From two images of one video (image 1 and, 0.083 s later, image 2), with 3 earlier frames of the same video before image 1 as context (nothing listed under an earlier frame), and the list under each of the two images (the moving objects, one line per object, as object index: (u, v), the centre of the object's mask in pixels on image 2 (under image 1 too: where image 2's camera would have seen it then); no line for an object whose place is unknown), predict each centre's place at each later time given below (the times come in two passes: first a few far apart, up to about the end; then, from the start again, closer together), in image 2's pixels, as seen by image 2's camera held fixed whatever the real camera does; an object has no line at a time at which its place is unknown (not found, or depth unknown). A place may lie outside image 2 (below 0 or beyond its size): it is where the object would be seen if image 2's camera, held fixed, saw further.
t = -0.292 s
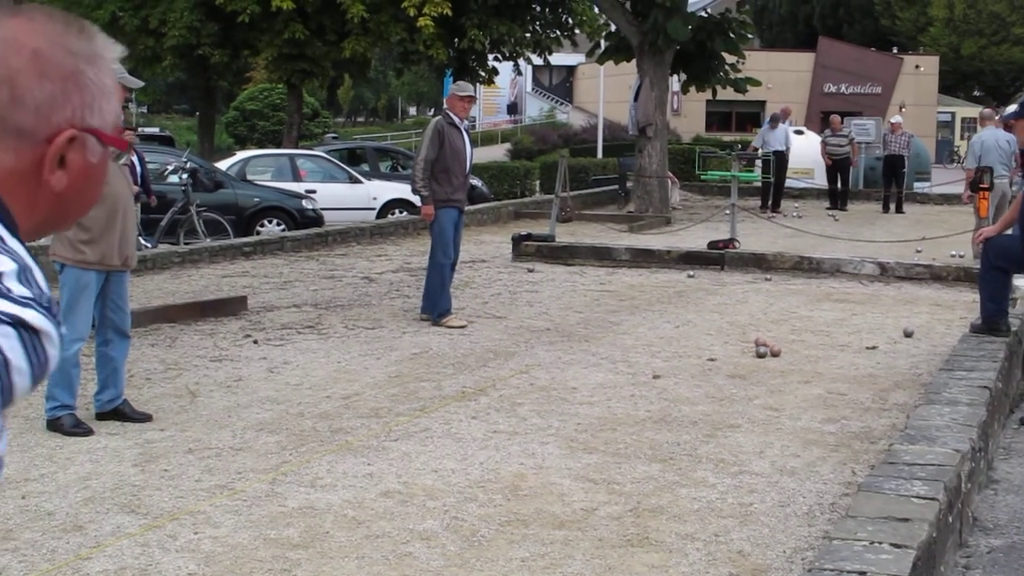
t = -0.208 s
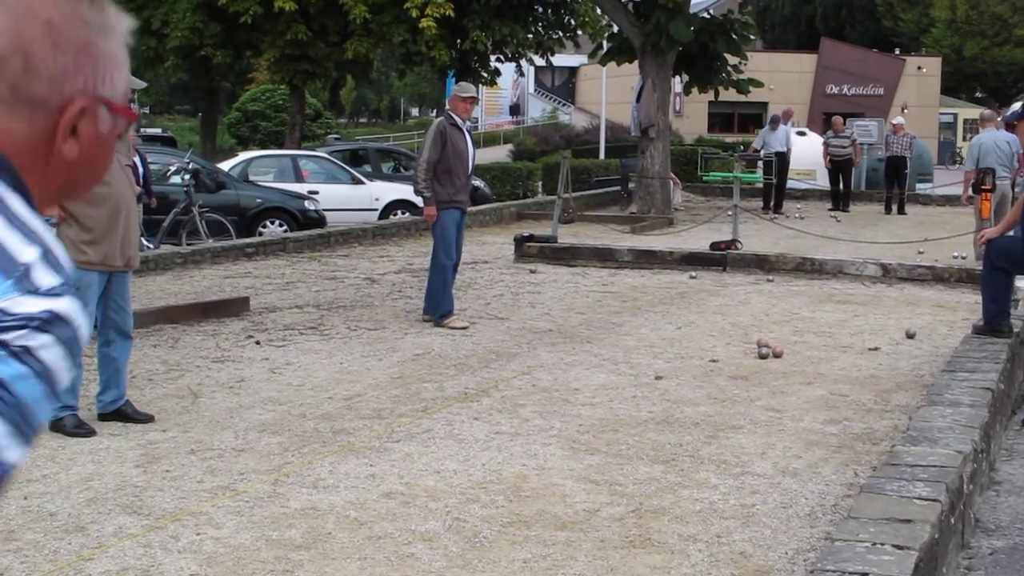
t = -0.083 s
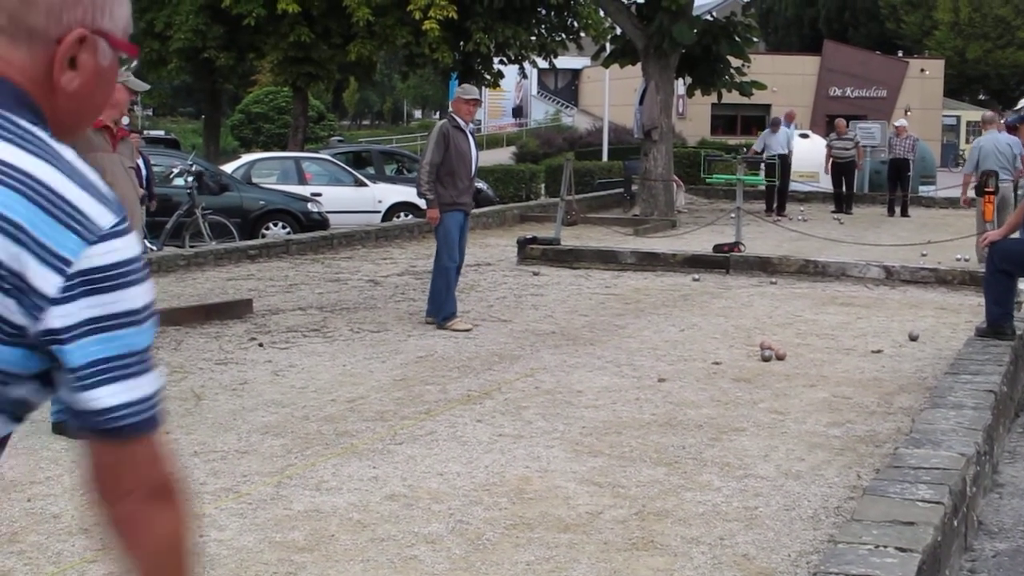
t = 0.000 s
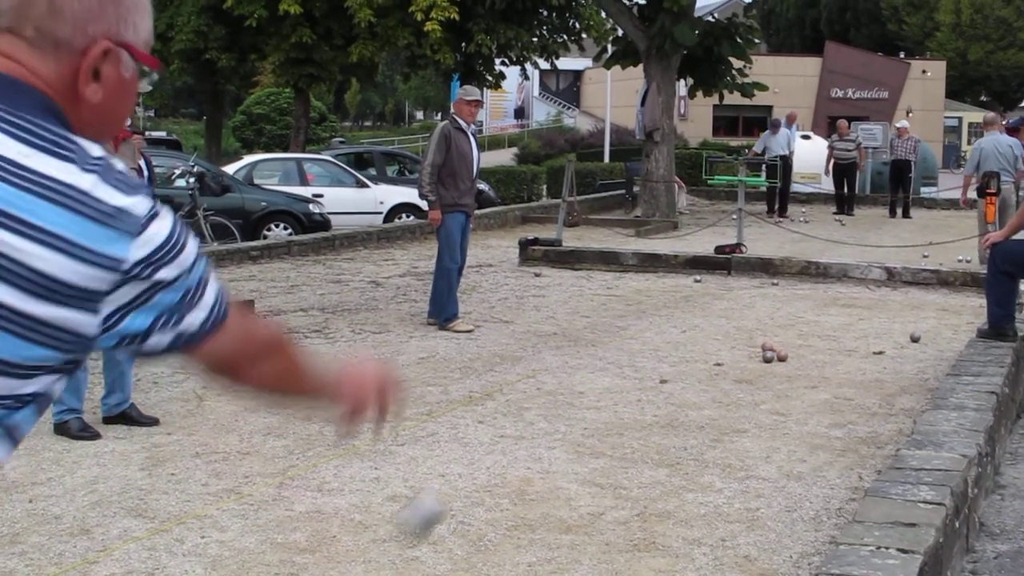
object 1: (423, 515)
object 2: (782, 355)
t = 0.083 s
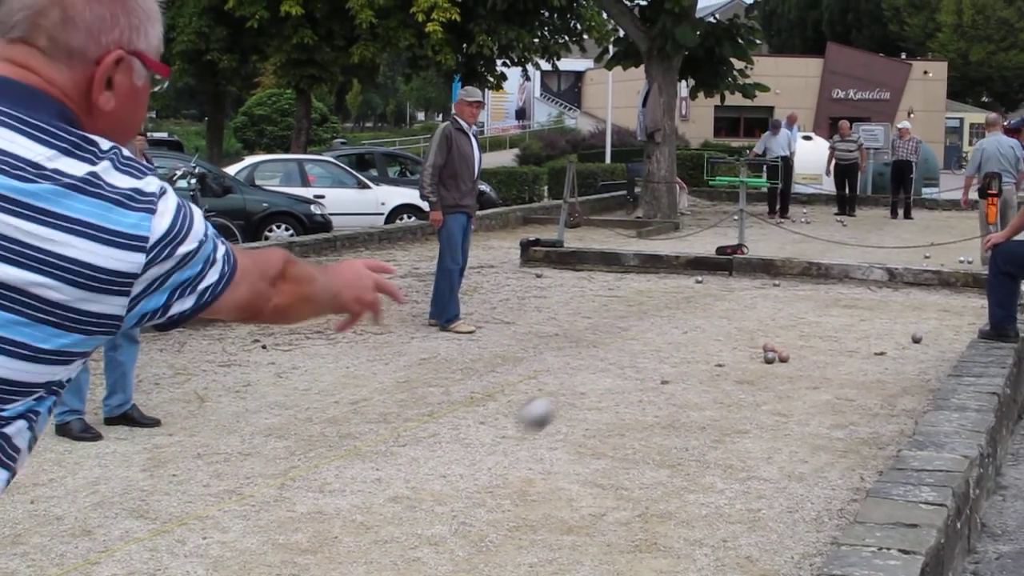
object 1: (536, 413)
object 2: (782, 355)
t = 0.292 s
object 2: (782, 355)
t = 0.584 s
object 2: (782, 355)
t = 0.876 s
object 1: (790, 357)
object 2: (780, 352)
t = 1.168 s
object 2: (803, 340)
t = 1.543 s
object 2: (829, 332)
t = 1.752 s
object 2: (838, 330)
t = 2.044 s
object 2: (848, 326)
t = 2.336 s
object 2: (855, 324)
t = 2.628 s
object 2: (858, 322)
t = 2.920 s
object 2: (861, 320)
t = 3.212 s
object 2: (862, 319)
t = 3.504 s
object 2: (862, 319)
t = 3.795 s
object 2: (863, 319)
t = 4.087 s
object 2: (864, 319)
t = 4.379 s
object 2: (864, 319)
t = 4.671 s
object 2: (864, 319)
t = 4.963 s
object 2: (865, 319)
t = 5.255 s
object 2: (865, 319)
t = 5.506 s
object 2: (866, 319)
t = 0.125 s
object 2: (782, 355)
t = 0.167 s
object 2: (782, 355)
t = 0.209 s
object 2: (782, 355)
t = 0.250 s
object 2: (782, 355)
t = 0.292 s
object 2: (782, 355)
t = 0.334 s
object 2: (782, 355)
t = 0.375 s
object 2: (782, 355)
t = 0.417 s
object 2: (783, 355)
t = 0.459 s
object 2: (782, 354)
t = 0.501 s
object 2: (782, 355)
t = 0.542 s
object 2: (782, 355)
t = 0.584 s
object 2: (782, 355)
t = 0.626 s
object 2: (782, 355)
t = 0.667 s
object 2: (782, 355)
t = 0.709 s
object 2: (782, 355)
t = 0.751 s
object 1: (779, 369)
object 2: (782, 355)
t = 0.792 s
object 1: (782, 361)
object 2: (782, 351)
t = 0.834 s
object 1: (784, 358)
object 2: (781, 353)
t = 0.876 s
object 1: (790, 357)
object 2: (780, 352)
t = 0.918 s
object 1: (793, 356)
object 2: (779, 350)
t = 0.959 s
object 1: (797, 355)
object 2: (783, 348)
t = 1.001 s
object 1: (800, 354)
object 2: (787, 346)
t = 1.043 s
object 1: (803, 352)
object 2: (791, 344)
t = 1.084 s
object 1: (805, 351)
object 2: (796, 344)
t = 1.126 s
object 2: (799, 342)
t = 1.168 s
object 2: (803, 340)
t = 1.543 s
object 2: (829, 332)
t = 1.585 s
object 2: (831, 332)
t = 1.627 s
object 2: (833, 331)
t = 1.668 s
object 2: (835, 330)
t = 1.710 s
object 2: (837, 330)
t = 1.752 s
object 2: (838, 330)
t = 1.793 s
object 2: (840, 329)
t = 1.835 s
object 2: (841, 329)
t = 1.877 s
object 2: (843, 328)
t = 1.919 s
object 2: (844, 328)
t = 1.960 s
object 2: (845, 327)
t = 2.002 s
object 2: (846, 327)
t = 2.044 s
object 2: (848, 326)
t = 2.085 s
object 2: (849, 326)
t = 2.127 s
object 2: (850, 326)
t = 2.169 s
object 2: (852, 325)
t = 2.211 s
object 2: (853, 325)
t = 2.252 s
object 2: (854, 324)
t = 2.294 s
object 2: (855, 324)
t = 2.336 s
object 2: (855, 324)
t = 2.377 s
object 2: (856, 323)
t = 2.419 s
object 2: (856, 323)
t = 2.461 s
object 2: (856, 323)
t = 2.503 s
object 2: (856, 323)
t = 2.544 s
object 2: (857, 322)
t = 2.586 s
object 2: (857, 322)
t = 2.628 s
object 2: (858, 322)
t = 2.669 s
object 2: (858, 321)
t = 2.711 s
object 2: (858, 321)
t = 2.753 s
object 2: (859, 321)
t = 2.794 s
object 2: (859, 320)
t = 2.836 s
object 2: (860, 320)
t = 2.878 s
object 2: (860, 320)
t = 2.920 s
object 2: (861, 320)
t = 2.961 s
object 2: (861, 320)
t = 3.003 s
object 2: (861, 320)
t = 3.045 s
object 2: (862, 320)
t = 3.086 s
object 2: (862, 319)
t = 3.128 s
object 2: (862, 320)
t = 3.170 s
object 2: (862, 319)
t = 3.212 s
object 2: (862, 319)
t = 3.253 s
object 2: (862, 320)
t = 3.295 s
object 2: (862, 319)
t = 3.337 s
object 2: (862, 320)
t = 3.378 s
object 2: (862, 319)
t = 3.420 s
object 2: (862, 319)
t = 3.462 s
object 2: (862, 319)
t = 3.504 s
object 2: (862, 319)
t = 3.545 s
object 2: (862, 319)
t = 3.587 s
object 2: (862, 319)
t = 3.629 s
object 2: (863, 319)
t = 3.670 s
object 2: (863, 319)
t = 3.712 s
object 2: (863, 319)
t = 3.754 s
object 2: (863, 319)
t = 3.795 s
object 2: (863, 319)
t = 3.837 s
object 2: (863, 319)
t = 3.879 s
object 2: (864, 319)
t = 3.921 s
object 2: (864, 319)
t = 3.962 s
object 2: (864, 319)
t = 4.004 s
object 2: (864, 319)
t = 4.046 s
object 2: (864, 319)
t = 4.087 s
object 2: (864, 319)
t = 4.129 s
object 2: (864, 319)
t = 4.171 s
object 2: (864, 319)
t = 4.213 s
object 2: (864, 319)
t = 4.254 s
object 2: (864, 319)
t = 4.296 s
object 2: (864, 319)
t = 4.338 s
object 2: (864, 319)
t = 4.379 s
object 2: (864, 319)
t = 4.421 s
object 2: (864, 319)
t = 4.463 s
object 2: (864, 319)
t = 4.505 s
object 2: (864, 319)
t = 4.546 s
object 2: (864, 319)
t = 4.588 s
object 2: (864, 319)
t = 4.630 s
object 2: (864, 319)
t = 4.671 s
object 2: (864, 319)
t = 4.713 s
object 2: (864, 319)
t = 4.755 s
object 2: (864, 319)
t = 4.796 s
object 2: (864, 319)
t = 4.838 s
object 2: (864, 319)
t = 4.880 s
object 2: (864, 319)
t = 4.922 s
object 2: (865, 319)
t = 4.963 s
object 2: (865, 319)
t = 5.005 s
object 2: (865, 319)
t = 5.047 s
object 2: (865, 319)
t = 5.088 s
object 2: (865, 319)
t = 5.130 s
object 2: (865, 319)
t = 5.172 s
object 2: (865, 319)
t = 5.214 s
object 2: (865, 319)
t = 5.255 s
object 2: (865, 319)
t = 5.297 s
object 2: (866, 319)
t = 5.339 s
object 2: (866, 319)
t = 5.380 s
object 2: (866, 319)
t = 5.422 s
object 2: (866, 319)
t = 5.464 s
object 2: (866, 319)
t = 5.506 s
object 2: (866, 319)
